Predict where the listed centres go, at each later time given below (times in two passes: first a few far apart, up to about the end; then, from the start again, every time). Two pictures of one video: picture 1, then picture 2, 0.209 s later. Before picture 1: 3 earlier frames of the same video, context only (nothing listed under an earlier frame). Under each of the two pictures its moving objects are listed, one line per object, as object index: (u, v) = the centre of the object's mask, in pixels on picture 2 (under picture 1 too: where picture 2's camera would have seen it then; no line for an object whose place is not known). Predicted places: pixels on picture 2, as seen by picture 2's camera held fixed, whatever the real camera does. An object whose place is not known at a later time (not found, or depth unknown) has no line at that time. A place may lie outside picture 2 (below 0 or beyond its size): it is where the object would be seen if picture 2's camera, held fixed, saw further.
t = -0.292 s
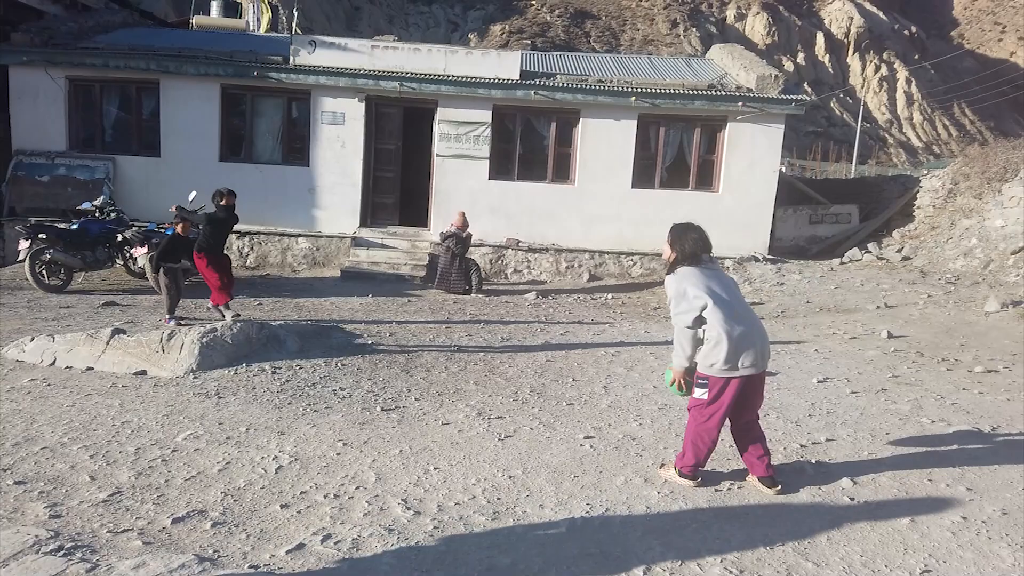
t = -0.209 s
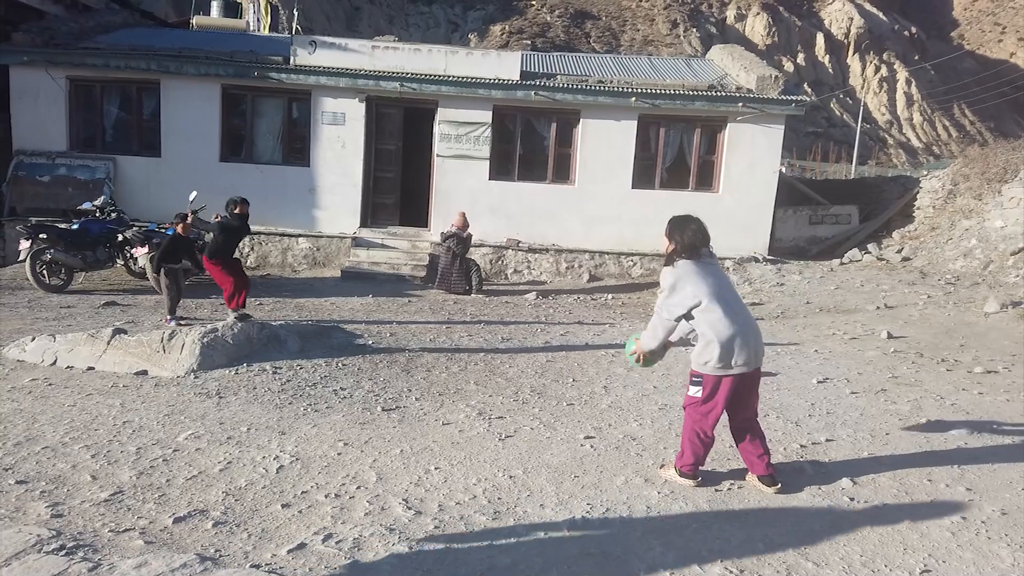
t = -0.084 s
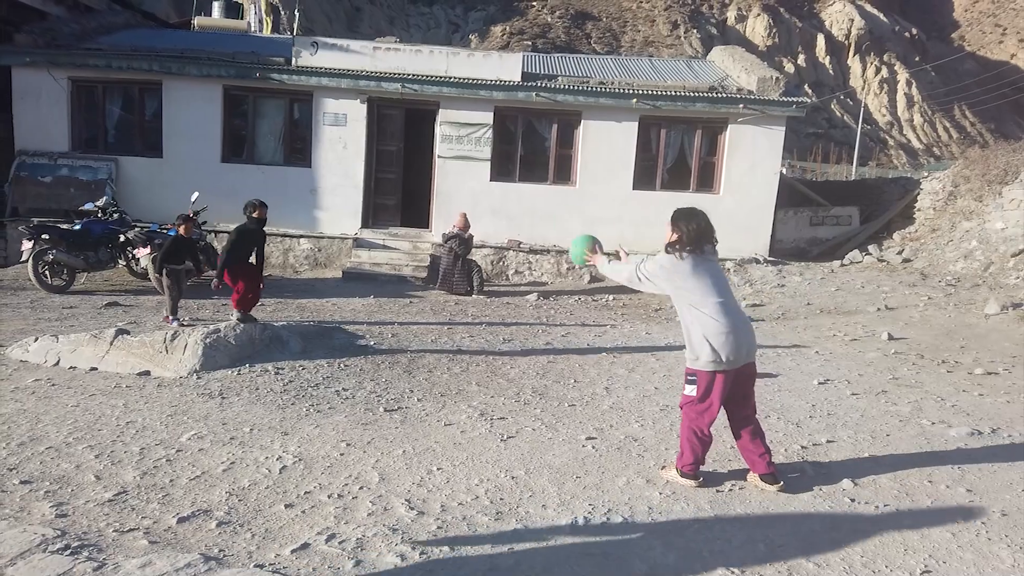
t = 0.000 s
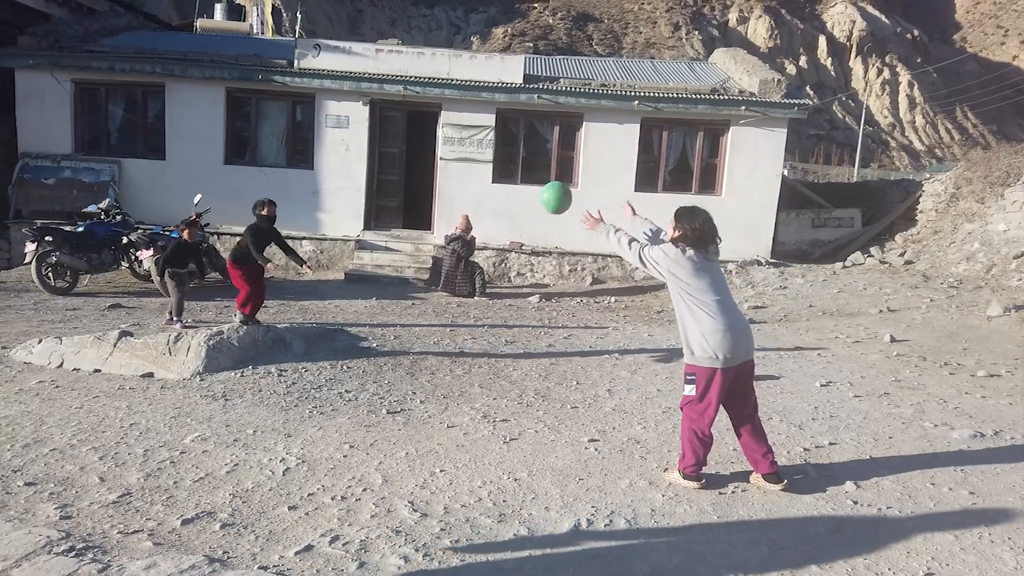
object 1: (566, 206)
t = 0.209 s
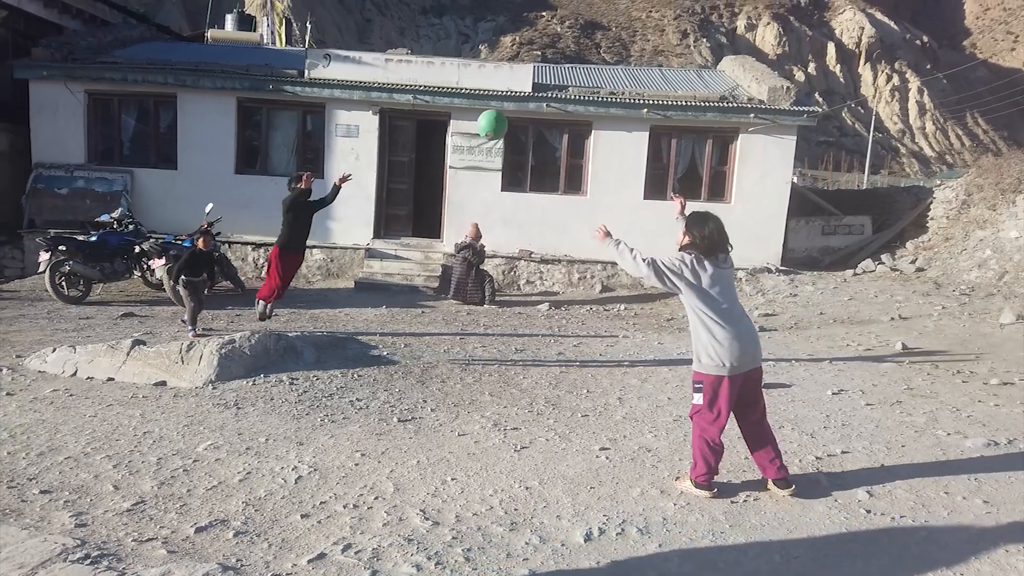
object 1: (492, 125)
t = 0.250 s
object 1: (478, 117)
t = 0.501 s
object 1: (403, 122)
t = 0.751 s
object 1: (337, 200)
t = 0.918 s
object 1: (297, 283)
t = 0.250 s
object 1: (478, 117)
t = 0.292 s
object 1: (465, 112)
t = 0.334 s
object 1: (452, 109)
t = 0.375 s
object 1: (440, 109)
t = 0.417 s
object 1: (427, 111)
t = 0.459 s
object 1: (415, 115)
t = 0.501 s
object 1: (403, 122)
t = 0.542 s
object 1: (392, 130)
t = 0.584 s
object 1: (382, 141)
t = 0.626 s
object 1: (371, 153)
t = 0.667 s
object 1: (360, 167)
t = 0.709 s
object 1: (349, 183)
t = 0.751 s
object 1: (337, 200)
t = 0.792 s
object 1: (327, 219)
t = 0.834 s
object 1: (317, 238)
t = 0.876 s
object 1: (307, 260)
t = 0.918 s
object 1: (297, 283)
